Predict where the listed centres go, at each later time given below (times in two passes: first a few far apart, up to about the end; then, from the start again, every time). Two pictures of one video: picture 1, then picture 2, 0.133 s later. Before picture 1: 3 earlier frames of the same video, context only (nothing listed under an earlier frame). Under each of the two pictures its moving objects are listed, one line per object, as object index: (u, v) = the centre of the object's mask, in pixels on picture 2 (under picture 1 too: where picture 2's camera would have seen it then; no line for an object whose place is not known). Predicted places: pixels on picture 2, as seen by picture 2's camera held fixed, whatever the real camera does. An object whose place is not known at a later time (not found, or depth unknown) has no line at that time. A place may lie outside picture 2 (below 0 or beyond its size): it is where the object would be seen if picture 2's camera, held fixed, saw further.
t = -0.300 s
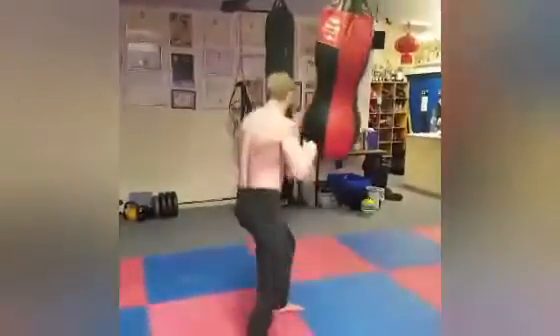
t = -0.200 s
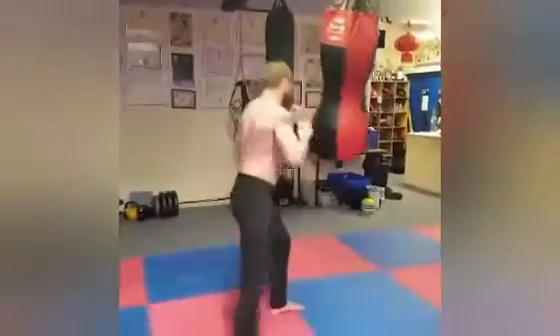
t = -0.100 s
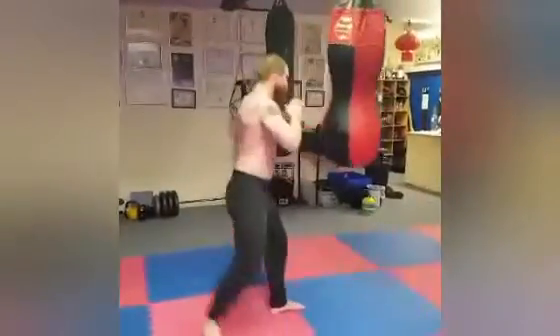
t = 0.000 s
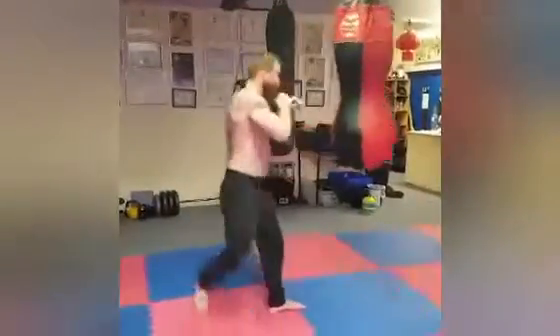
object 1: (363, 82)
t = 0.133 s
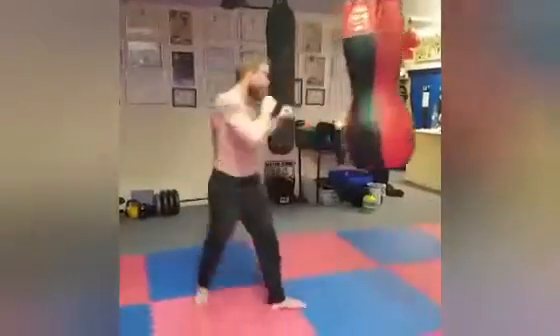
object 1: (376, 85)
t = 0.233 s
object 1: (384, 86)
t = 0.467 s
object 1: (393, 88)
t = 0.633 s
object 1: (388, 89)
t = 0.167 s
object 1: (380, 84)
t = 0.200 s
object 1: (382, 85)
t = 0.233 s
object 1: (384, 86)
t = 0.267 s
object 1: (387, 87)
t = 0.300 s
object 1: (388, 87)
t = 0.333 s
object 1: (390, 88)
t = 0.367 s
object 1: (391, 88)
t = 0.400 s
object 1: (392, 88)
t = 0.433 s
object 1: (392, 88)
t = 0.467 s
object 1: (393, 88)
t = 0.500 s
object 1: (392, 88)
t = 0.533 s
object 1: (392, 88)
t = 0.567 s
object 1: (391, 89)
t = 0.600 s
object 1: (389, 89)
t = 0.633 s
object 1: (388, 89)
